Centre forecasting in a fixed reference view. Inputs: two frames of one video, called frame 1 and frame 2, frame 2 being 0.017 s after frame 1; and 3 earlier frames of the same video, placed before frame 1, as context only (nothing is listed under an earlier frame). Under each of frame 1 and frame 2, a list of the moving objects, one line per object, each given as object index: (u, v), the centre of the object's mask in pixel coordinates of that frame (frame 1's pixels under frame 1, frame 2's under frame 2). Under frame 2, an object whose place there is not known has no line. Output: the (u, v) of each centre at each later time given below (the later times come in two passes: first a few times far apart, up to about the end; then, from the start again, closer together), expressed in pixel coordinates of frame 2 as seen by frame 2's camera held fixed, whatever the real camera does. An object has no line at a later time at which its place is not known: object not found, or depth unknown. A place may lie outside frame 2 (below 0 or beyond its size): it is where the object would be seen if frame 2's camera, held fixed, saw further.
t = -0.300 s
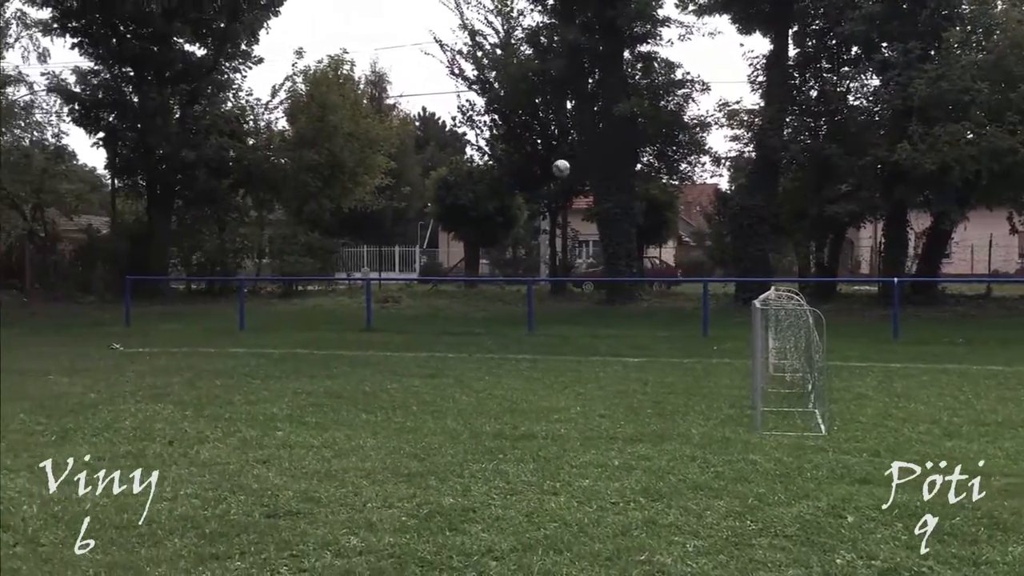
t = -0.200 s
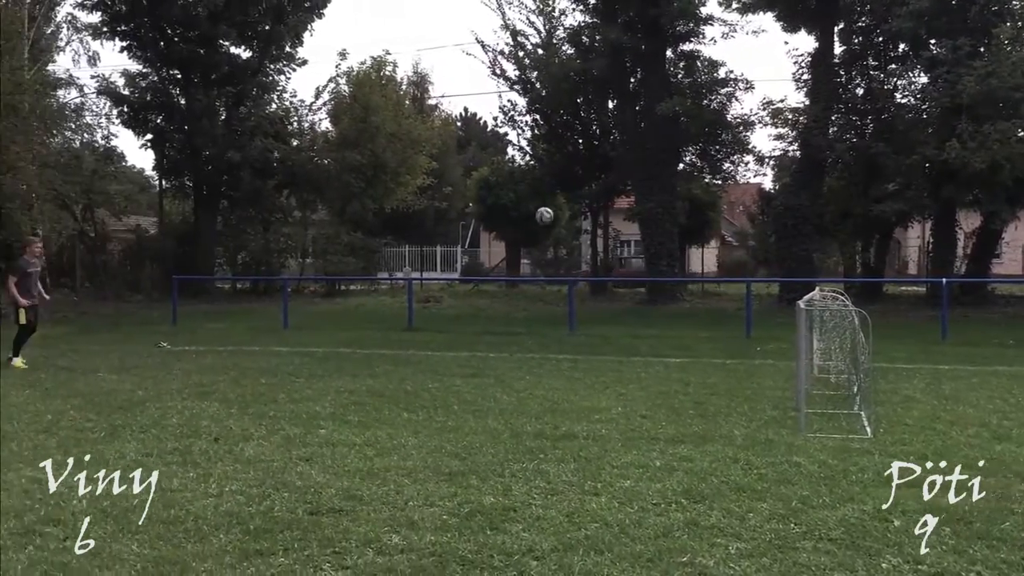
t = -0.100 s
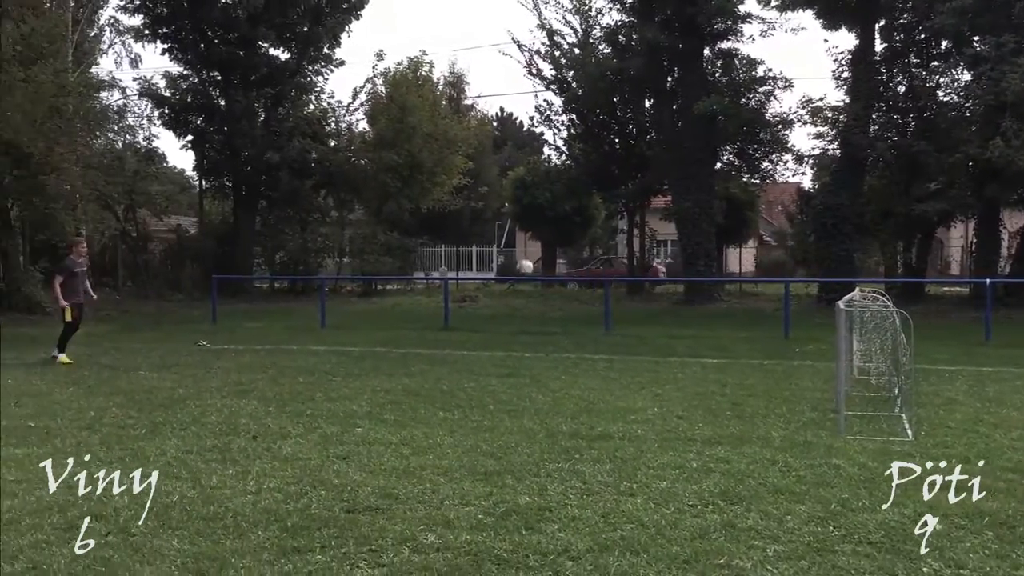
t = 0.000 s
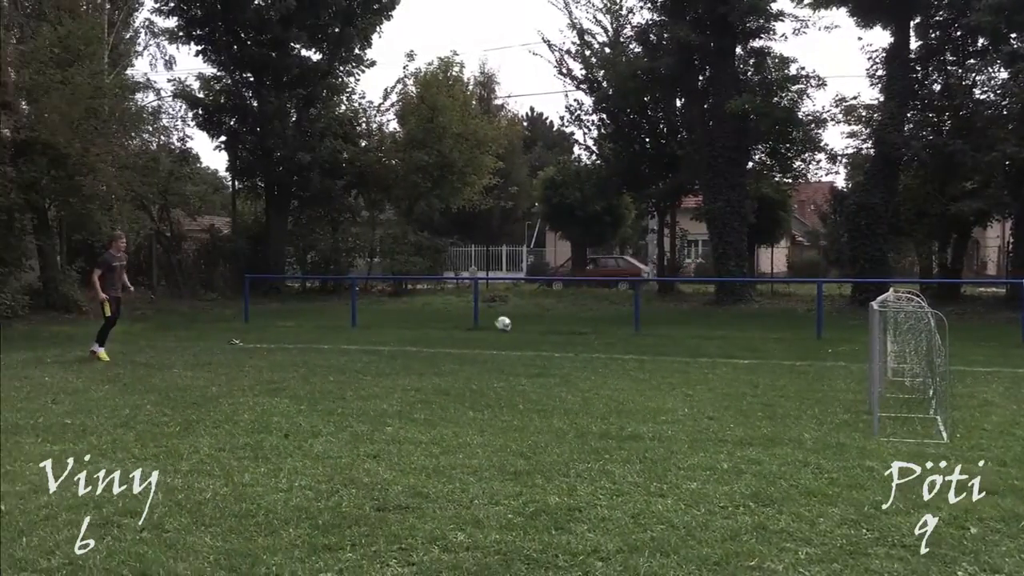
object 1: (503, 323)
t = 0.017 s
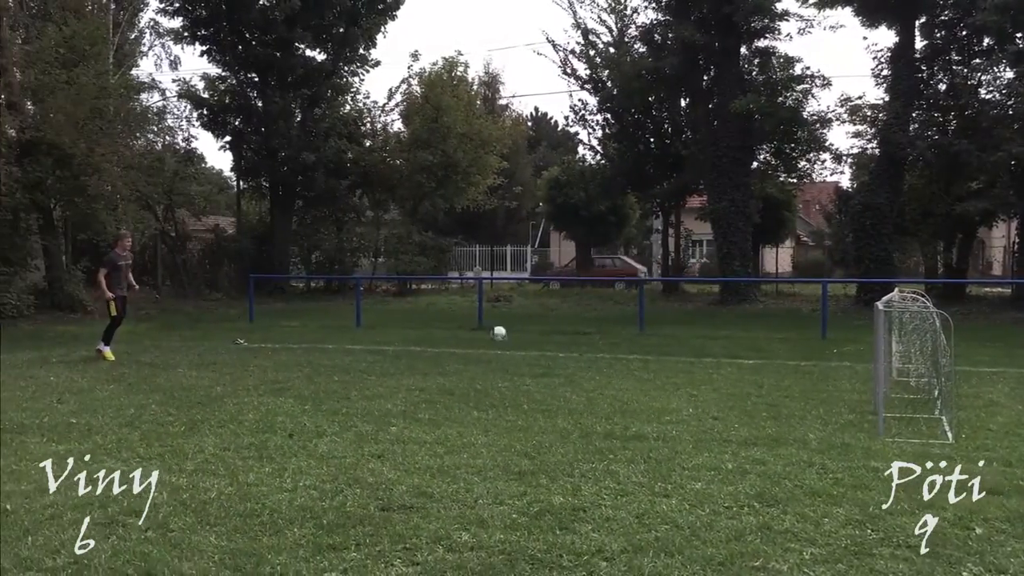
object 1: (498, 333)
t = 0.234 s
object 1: (425, 282)
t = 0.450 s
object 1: (360, 227)
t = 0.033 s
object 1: (490, 342)
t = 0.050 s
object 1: (482, 352)
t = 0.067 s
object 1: (476, 349)
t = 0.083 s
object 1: (471, 342)
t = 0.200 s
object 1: (435, 294)
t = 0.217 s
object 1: (430, 287)
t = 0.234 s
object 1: (425, 282)
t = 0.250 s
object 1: (420, 276)
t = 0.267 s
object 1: (415, 271)
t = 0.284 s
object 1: (410, 266)
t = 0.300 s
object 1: (405, 262)
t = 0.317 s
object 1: (400, 256)
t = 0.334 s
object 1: (395, 252)
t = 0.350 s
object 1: (390, 248)
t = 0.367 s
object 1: (385, 243)
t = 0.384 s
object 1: (380, 238)
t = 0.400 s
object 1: (375, 235)
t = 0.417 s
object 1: (370, 233)
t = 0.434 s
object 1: (365, 229)
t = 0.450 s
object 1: (360, 227)
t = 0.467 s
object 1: (356, 224)
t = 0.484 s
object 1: (351, 221)
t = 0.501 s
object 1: (346, 219)
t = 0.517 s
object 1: (341, 217)
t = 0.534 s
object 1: (335, 215)
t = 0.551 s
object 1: (331, 213)
